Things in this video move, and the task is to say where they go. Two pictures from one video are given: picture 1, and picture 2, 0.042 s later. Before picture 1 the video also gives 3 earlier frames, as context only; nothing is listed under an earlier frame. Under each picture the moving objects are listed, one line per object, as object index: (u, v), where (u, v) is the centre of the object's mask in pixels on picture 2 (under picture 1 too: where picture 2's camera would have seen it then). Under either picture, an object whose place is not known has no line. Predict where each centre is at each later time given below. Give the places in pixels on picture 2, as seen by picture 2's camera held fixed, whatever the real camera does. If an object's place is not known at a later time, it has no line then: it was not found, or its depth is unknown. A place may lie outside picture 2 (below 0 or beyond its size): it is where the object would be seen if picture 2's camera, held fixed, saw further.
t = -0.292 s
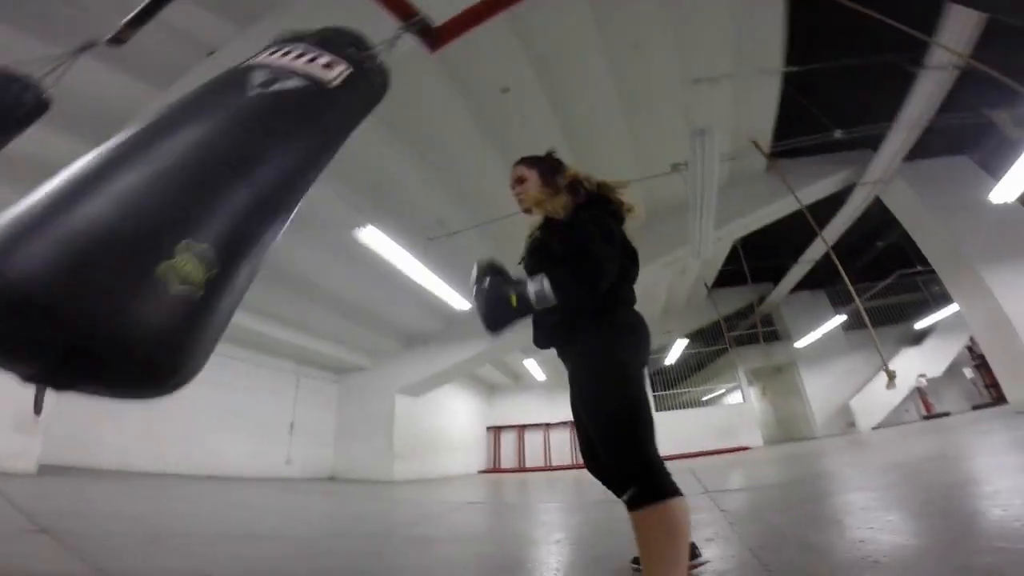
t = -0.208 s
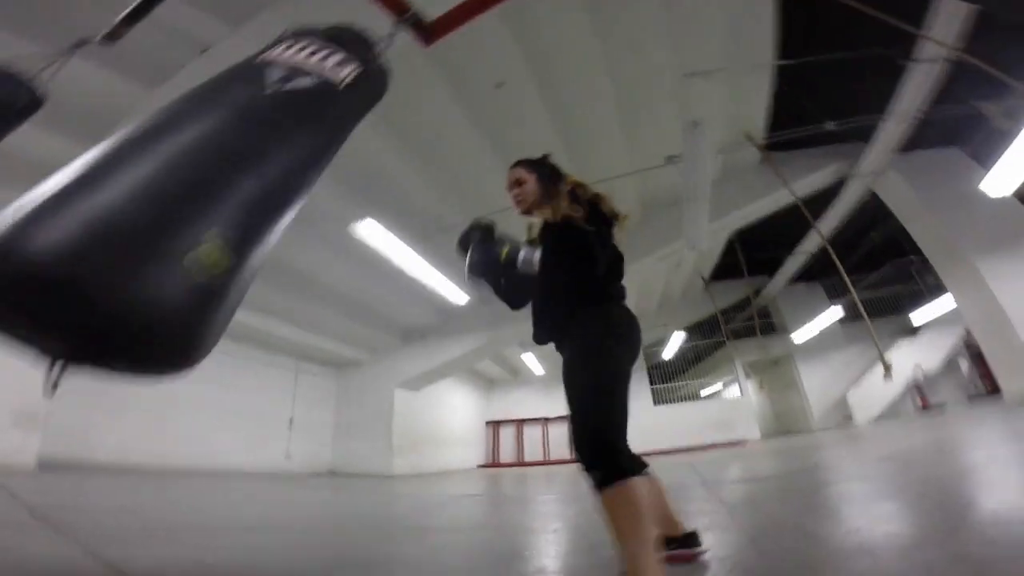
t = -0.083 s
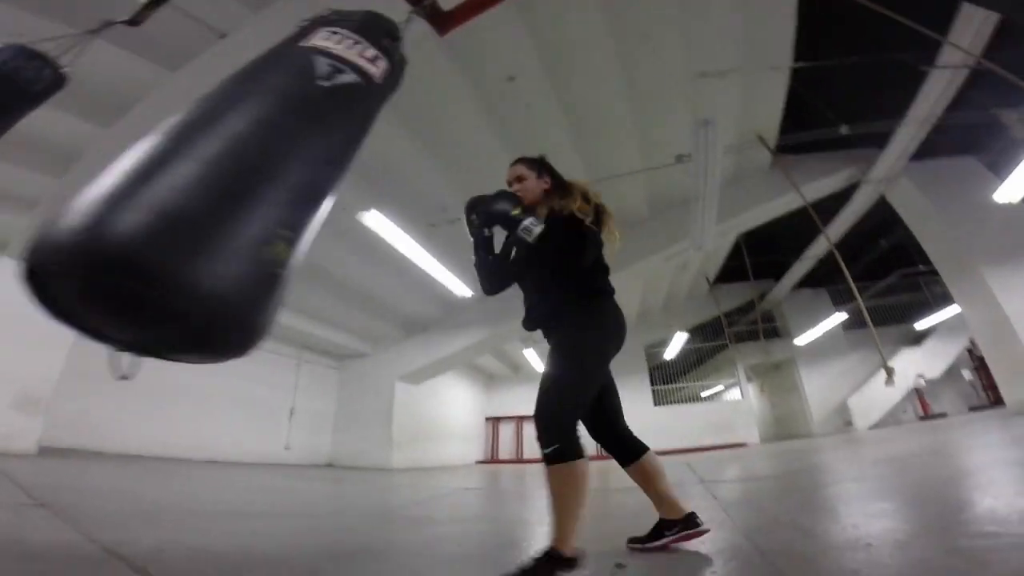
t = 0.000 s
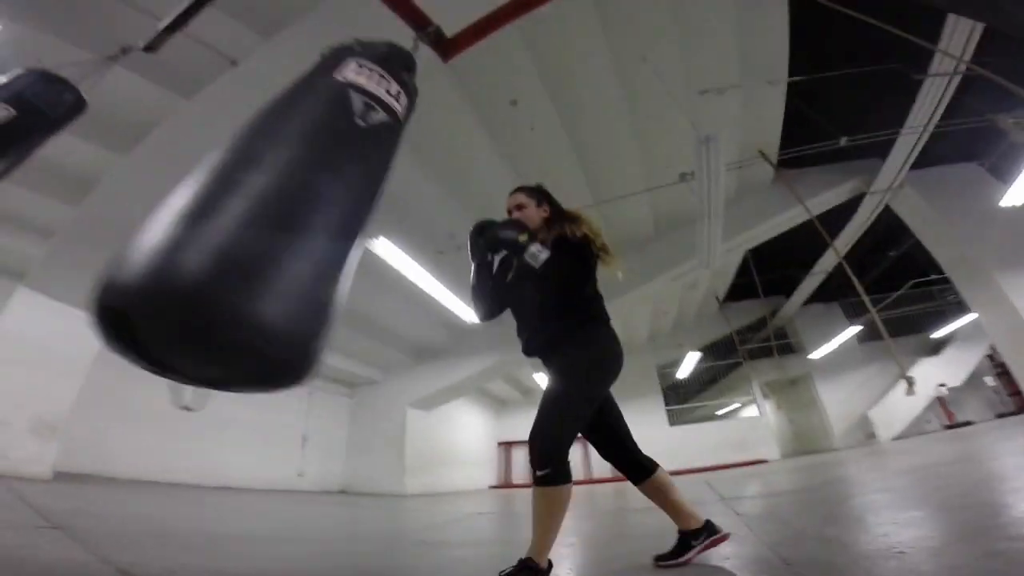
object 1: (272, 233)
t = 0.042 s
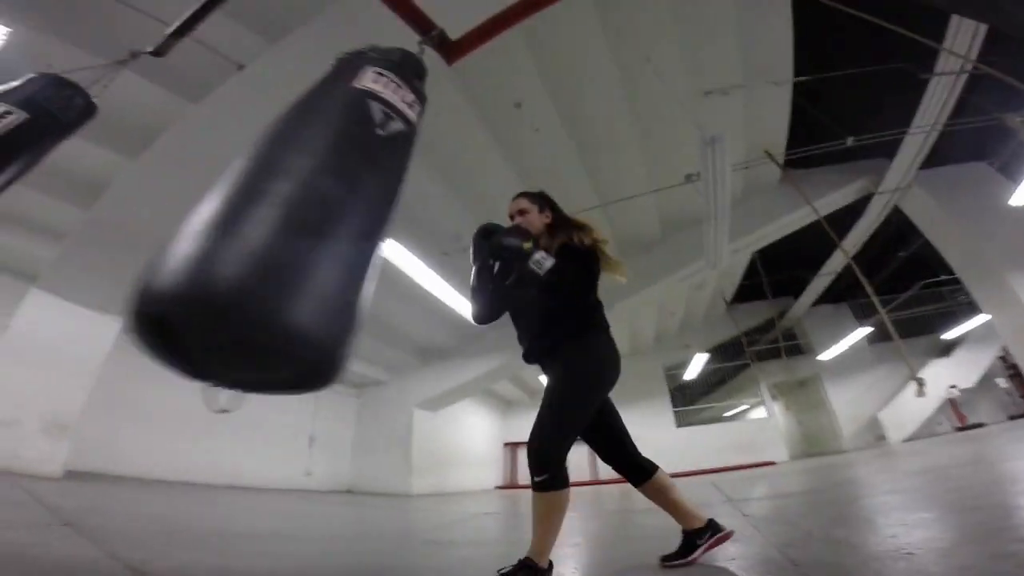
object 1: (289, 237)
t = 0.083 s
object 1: (305, 238)
